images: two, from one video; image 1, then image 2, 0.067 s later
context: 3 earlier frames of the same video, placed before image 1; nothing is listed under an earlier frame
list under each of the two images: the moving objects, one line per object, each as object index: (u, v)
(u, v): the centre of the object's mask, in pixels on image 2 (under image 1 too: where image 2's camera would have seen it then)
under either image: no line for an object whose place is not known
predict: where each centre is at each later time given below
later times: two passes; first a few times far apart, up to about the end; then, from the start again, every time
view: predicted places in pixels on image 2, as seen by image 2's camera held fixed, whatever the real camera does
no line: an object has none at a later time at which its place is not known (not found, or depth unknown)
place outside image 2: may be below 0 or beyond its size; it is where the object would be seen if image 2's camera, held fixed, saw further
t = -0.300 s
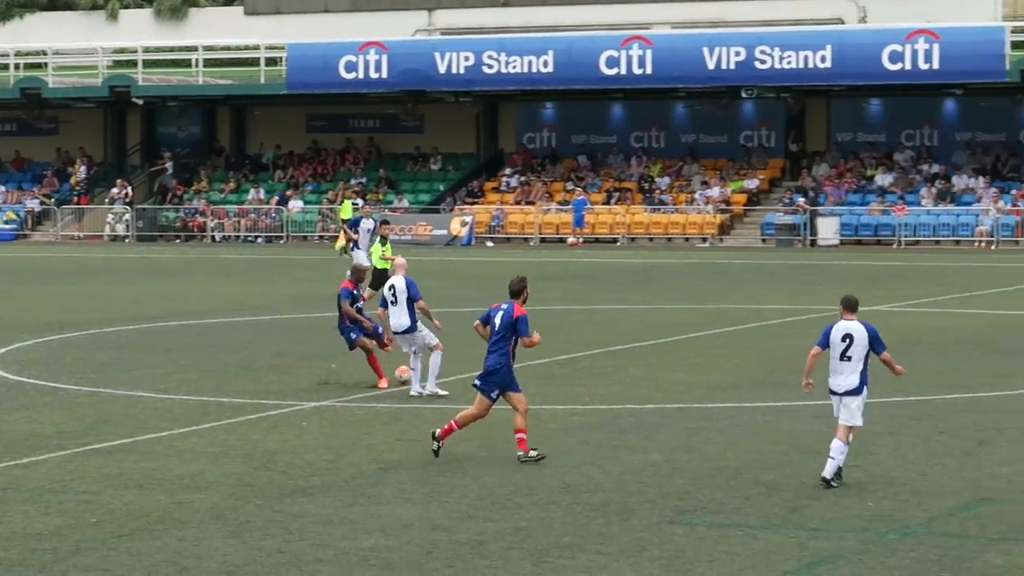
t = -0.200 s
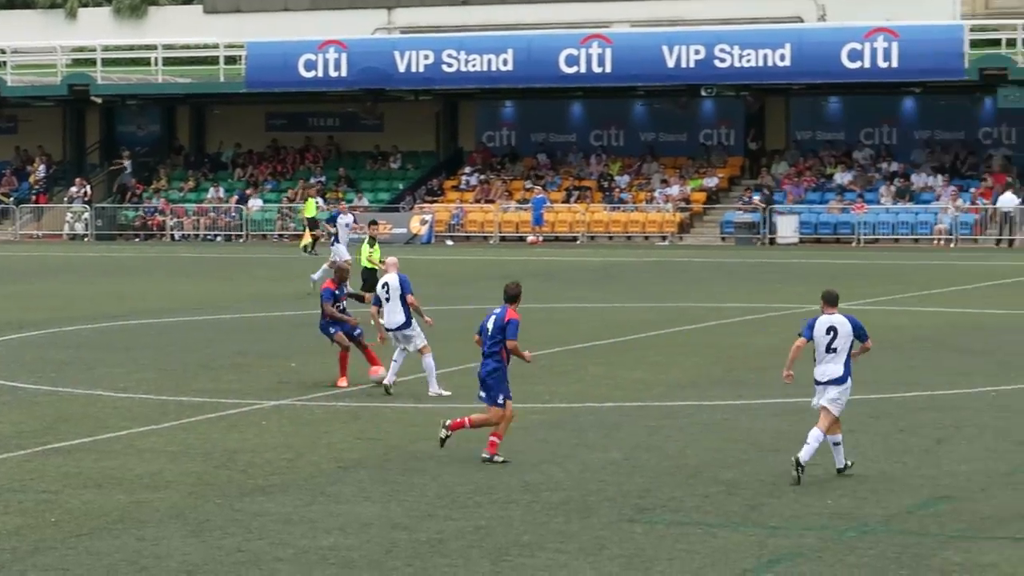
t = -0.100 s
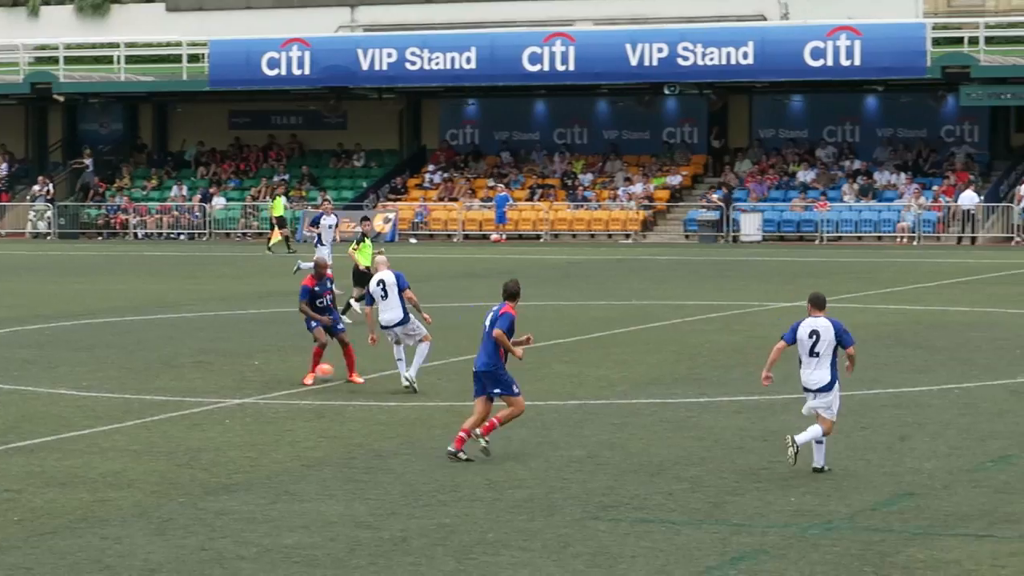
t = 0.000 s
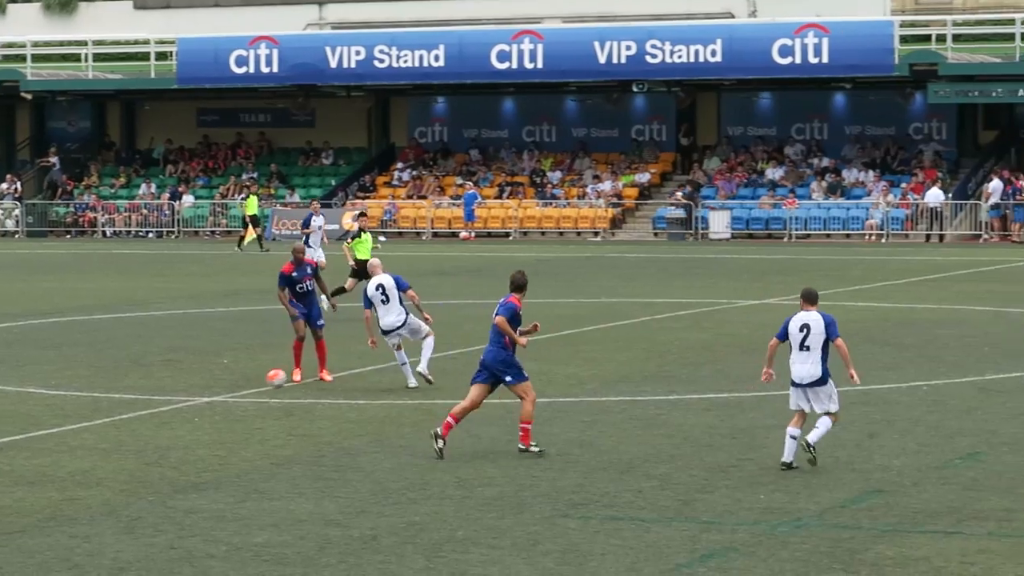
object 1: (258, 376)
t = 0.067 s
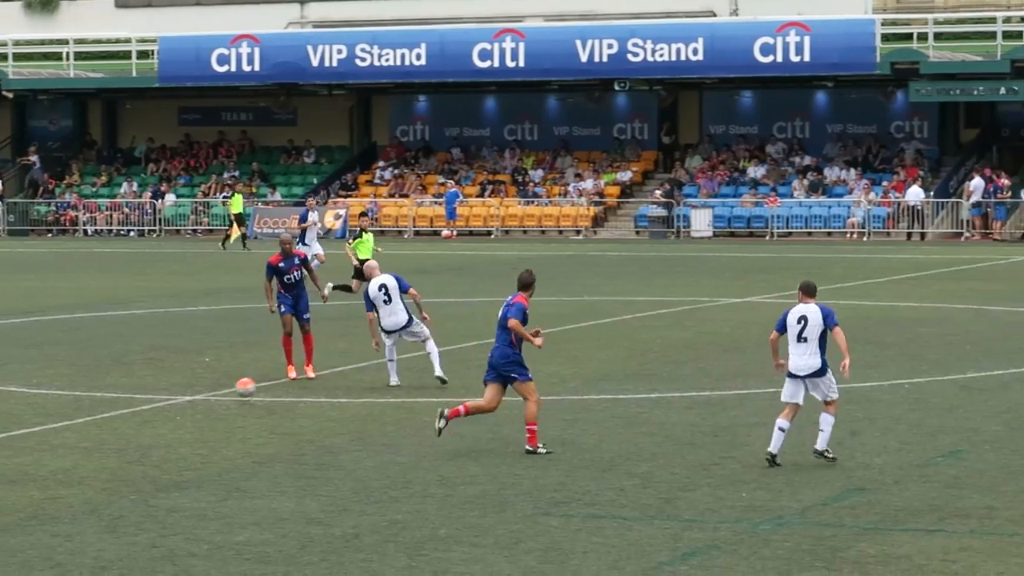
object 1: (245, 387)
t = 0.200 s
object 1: (223, 397)
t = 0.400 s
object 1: (195, 413)
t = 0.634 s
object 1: (173, 426)
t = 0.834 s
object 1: (157, 445)
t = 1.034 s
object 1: (140, 457)
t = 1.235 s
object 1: (123, 473)
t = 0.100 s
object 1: (238, 394)
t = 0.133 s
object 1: (231, 401)
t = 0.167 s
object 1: (227, 399)
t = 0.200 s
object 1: (223, 397)
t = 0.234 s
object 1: (219, 397)
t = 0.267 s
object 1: (213, 398)
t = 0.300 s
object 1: (209, 400)
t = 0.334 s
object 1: (204, 403)
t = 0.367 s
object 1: (200, 408)
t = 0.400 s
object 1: (195, 413)
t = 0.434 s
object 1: (189, 419)
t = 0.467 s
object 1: (185, 425)
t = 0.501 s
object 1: (183, 424)
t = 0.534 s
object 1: (181, 423)
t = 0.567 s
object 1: (178, 422)
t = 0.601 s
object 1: (175, 424)
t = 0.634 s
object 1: (173, 426)
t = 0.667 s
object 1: (170, 430)
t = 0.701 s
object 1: (167, 434)
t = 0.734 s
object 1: (165, 440)
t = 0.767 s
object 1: (162, 442)
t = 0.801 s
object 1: (160, 442)
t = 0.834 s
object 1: (157, 445)
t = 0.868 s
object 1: (155, 446)
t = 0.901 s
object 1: (151, 450)
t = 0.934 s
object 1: (148, 454)
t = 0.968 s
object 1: (146, 456)
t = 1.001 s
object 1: (143, 456)
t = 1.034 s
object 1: (140, 457)
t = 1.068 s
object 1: (138, 460)
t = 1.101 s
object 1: (135, 464)
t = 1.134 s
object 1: (131, 468)
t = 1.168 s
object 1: (129, 469)
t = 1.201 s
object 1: (126, 470)
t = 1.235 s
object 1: (123, 473)
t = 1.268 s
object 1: (120, 476)
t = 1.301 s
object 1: (116, 479)
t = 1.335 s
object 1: (113, 481)
